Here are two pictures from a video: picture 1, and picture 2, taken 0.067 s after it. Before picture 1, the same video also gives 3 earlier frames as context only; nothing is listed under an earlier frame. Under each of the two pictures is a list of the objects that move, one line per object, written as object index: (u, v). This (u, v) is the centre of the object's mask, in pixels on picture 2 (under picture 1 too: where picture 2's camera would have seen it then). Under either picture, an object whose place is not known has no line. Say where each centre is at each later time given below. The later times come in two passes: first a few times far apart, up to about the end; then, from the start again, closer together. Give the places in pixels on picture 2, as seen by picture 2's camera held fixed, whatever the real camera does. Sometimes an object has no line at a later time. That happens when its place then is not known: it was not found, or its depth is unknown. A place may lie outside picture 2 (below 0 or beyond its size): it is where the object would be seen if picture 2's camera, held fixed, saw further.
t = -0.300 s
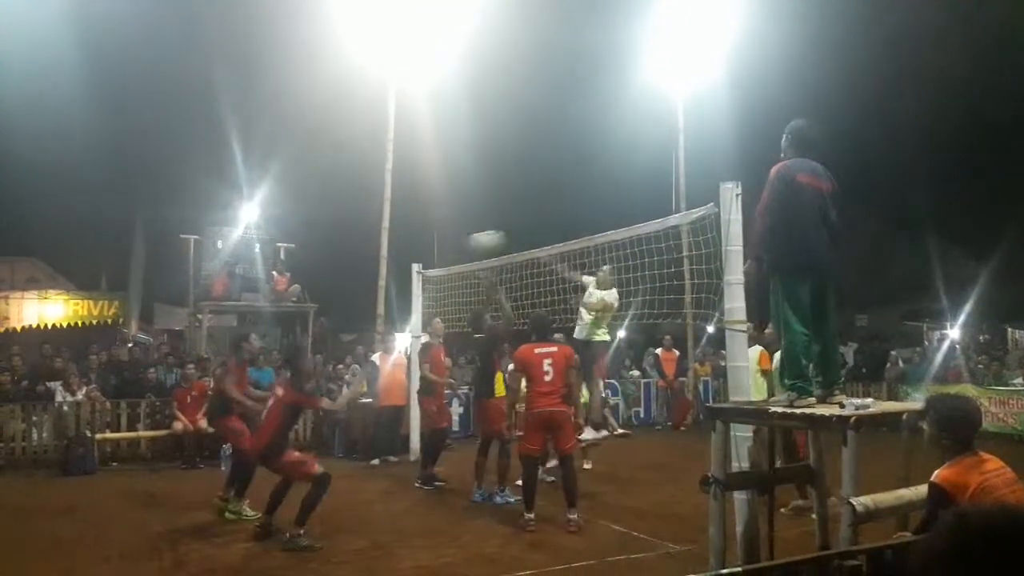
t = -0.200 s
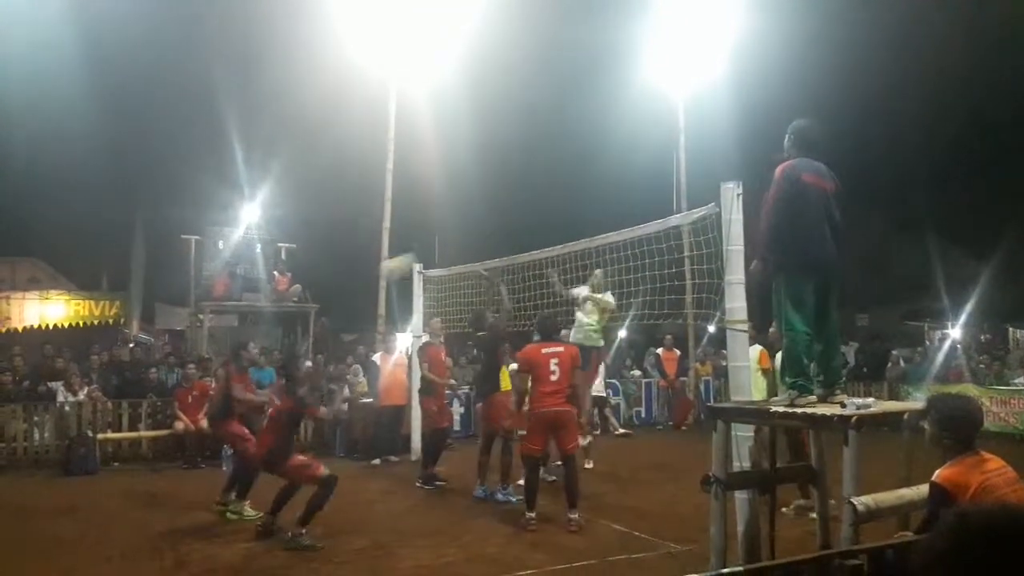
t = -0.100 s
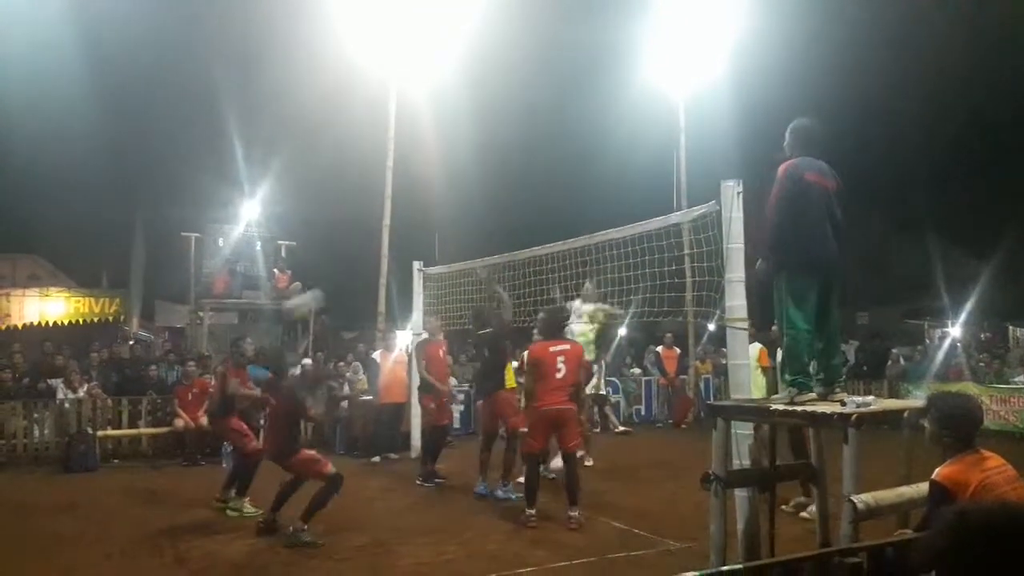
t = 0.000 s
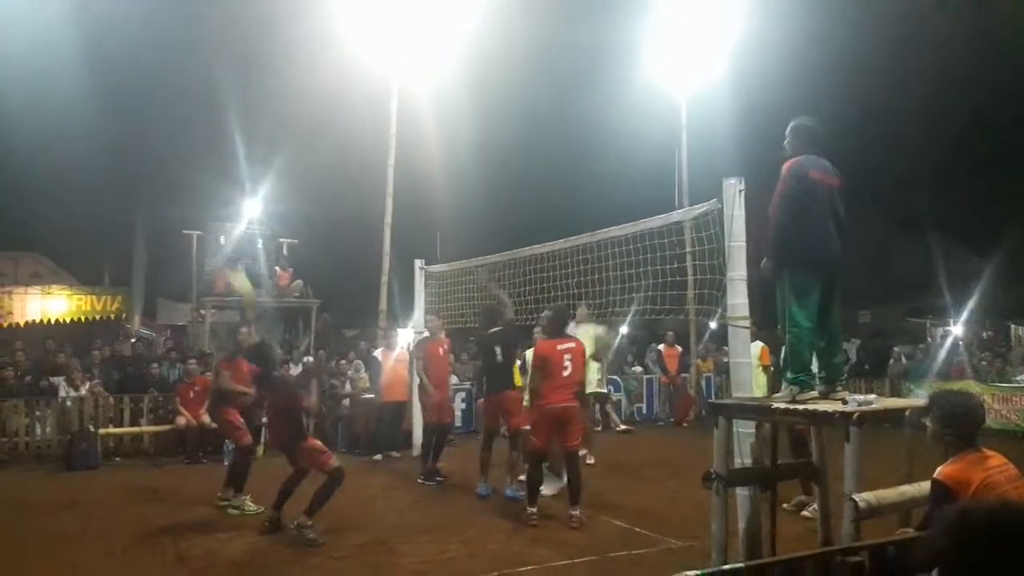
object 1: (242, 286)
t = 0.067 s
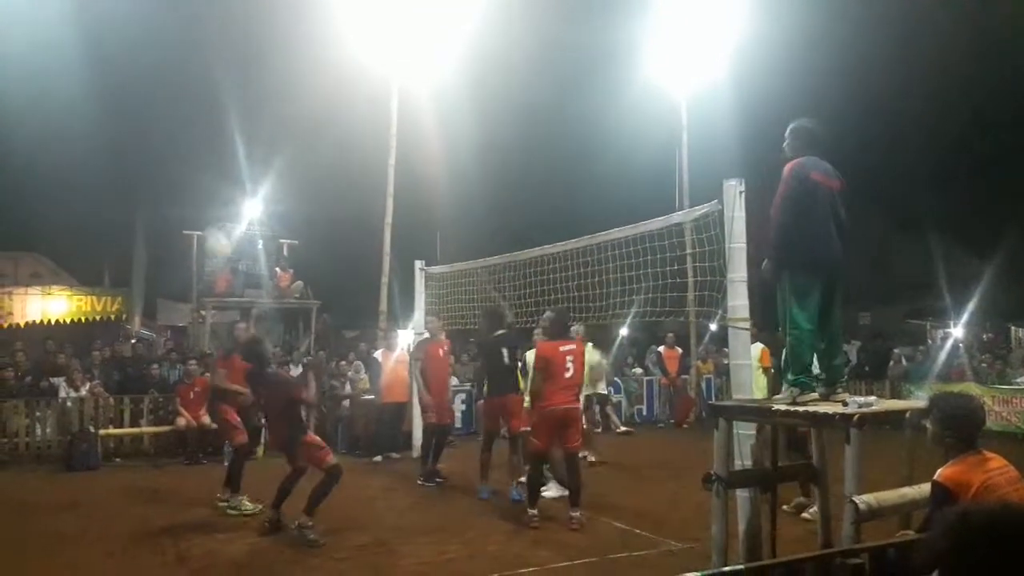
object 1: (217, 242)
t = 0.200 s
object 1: (174, 175)
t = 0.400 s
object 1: (109, 112)
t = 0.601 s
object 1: (40, 96)
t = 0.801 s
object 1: (-22, 133)
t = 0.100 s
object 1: (205, 224)
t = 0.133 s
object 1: (195, 207)
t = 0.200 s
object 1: (174, 175)
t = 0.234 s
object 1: (163, 161)
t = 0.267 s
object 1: (151, 149)
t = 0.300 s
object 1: (140, 138)
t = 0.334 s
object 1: (129, 128)
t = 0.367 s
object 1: (119, 119)
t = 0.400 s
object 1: (109, 112)
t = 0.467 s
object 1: (86, 101)
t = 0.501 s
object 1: (74, 98)
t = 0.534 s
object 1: (64, 96)
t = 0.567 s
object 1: (52, 96)
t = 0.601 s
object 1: (40, 96)
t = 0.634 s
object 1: (29, 98)
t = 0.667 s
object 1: (15, 102)
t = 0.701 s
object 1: (3, 107)
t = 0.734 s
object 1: (-7, 114)
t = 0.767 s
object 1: (-15, 124)
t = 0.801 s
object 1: (-22, 133)
